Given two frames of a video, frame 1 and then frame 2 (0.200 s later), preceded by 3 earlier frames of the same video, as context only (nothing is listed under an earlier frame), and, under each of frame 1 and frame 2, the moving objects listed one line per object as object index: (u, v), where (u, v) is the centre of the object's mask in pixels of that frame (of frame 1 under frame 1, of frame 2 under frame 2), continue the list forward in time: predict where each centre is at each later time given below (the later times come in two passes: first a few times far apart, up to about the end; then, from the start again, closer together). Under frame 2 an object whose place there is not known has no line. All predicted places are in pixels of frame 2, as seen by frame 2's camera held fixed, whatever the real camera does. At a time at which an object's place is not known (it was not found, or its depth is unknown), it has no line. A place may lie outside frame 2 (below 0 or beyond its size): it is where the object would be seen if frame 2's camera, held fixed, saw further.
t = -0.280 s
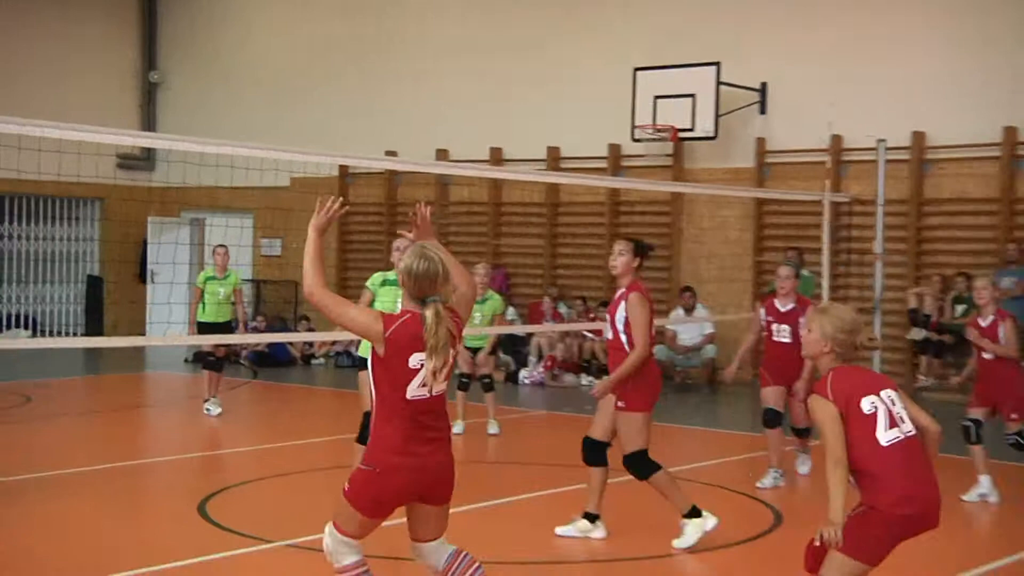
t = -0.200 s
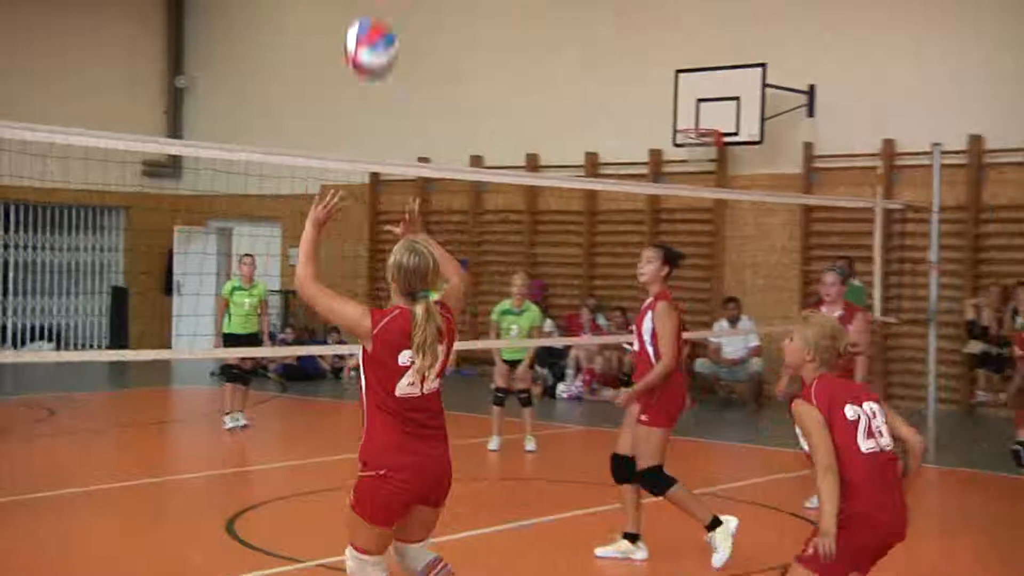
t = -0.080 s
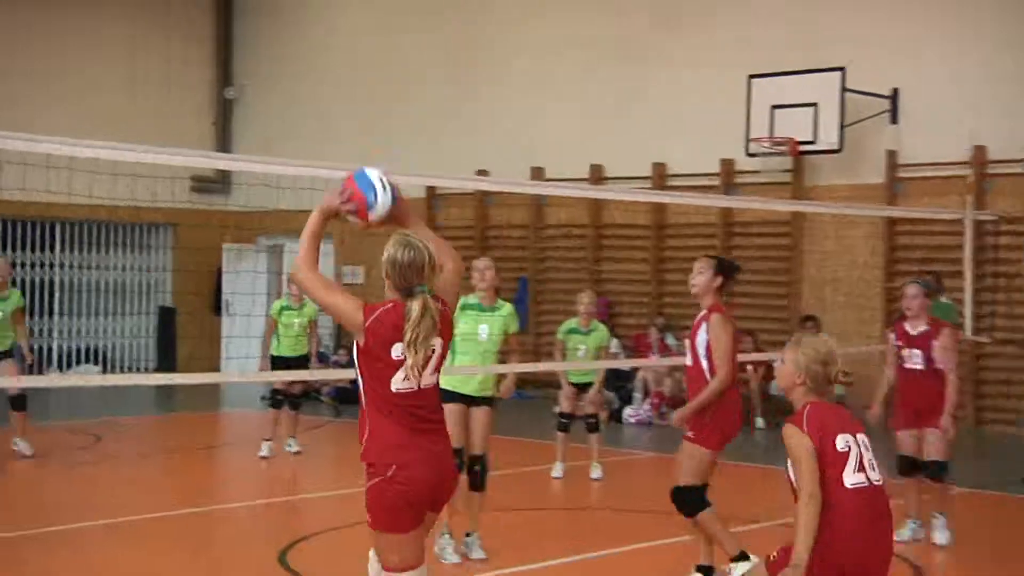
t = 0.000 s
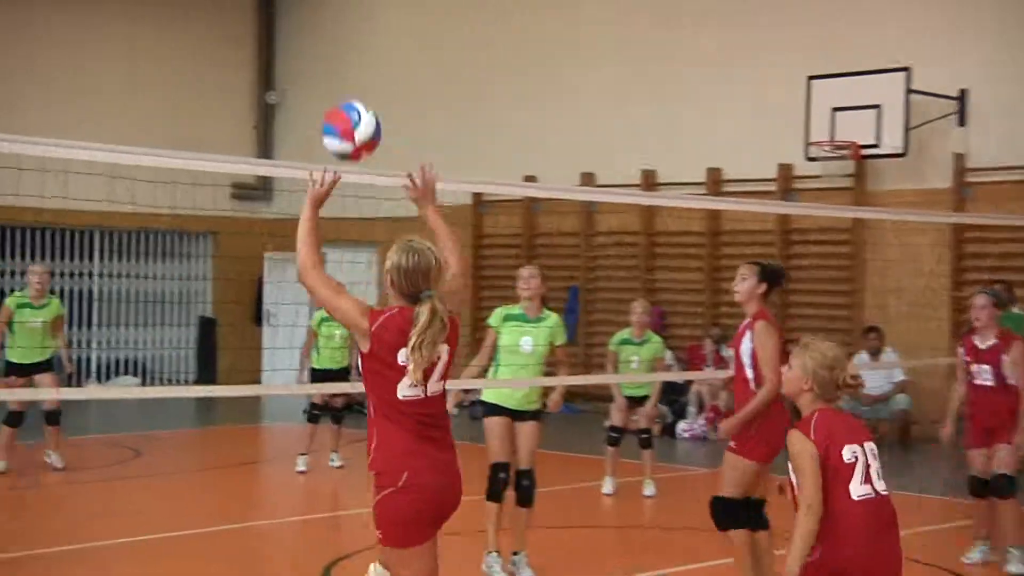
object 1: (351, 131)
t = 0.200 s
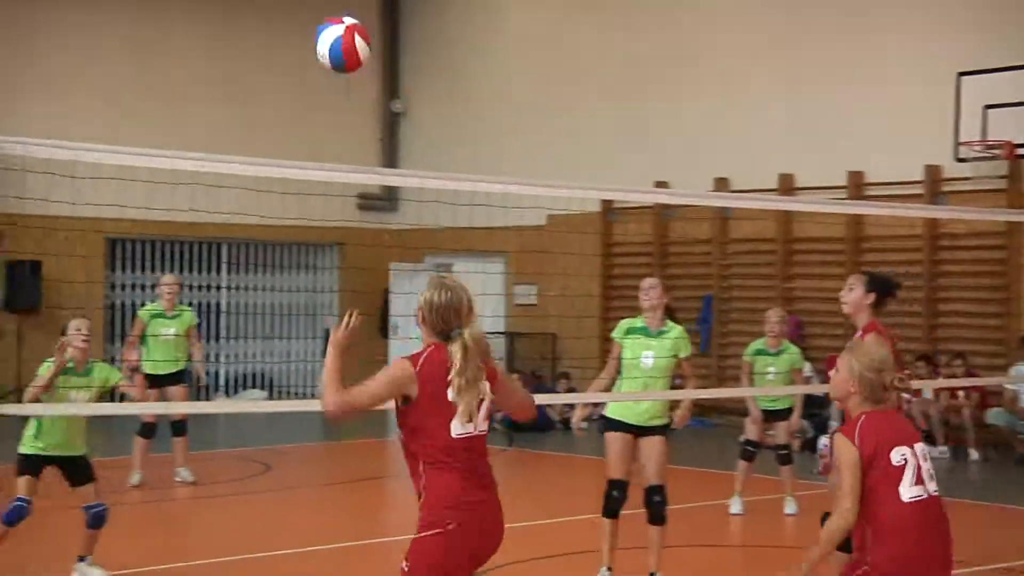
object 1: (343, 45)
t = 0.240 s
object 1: (318, 40)
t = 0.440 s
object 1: (208, 74)
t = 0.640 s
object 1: (111, 191)
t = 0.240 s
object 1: (318, 40)
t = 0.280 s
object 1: (295, 40)
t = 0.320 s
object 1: (272, 43)
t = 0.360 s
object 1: (249, 50)
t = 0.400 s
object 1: (228, 61)
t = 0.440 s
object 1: (208, 74)
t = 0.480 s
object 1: (188, 91)
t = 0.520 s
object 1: (168, 112)
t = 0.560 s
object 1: (149, 131)
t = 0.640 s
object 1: (111, 191)
